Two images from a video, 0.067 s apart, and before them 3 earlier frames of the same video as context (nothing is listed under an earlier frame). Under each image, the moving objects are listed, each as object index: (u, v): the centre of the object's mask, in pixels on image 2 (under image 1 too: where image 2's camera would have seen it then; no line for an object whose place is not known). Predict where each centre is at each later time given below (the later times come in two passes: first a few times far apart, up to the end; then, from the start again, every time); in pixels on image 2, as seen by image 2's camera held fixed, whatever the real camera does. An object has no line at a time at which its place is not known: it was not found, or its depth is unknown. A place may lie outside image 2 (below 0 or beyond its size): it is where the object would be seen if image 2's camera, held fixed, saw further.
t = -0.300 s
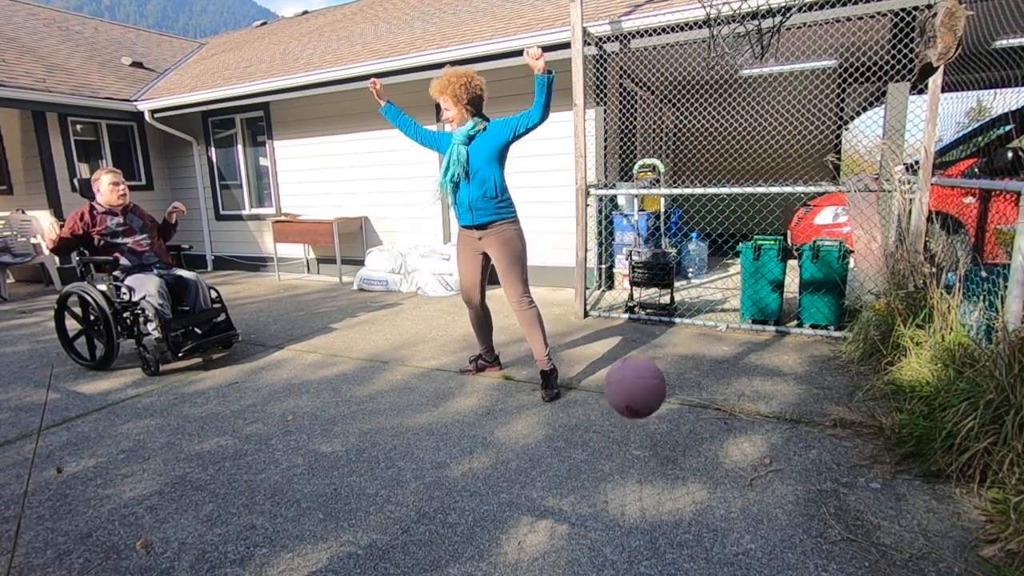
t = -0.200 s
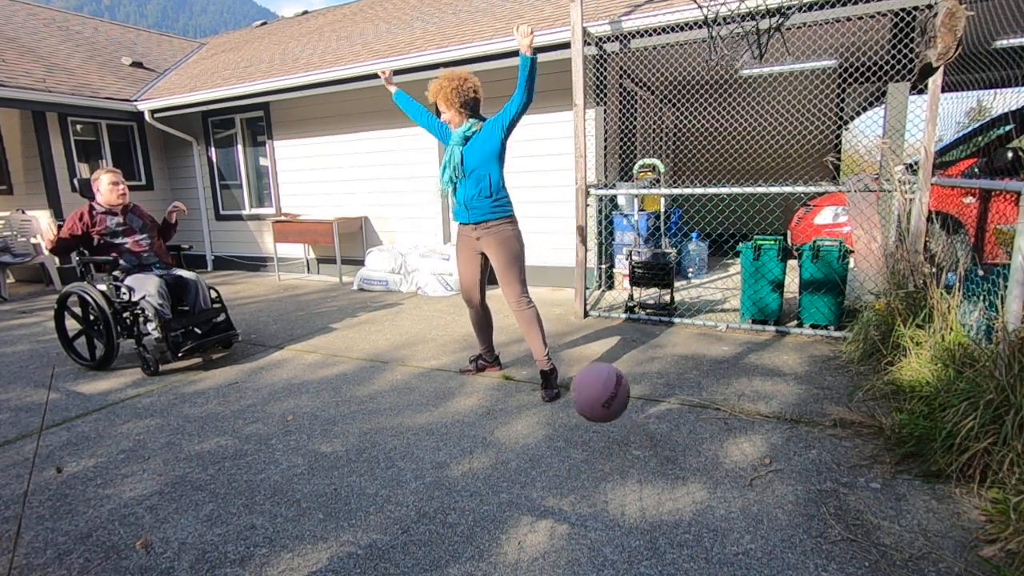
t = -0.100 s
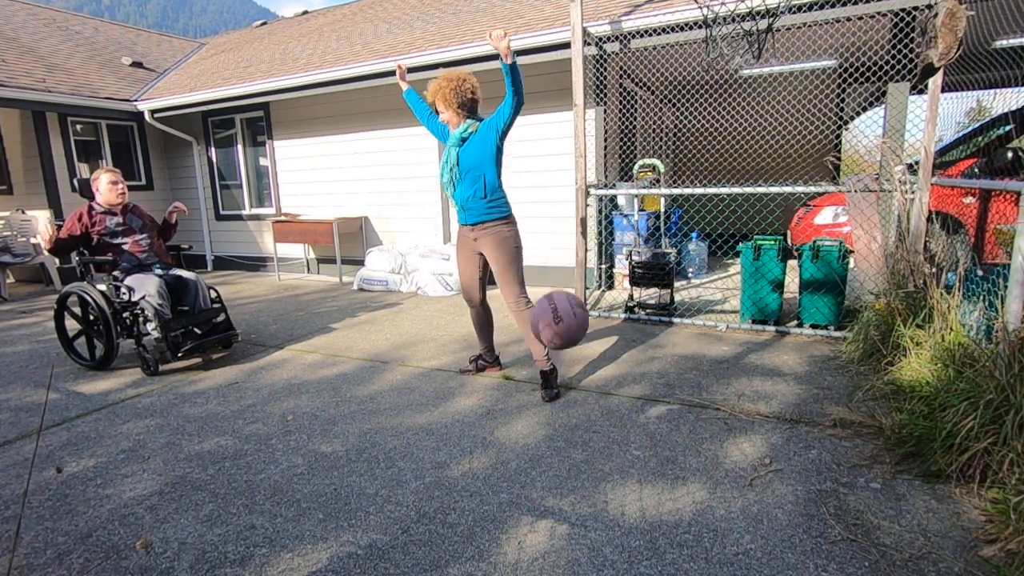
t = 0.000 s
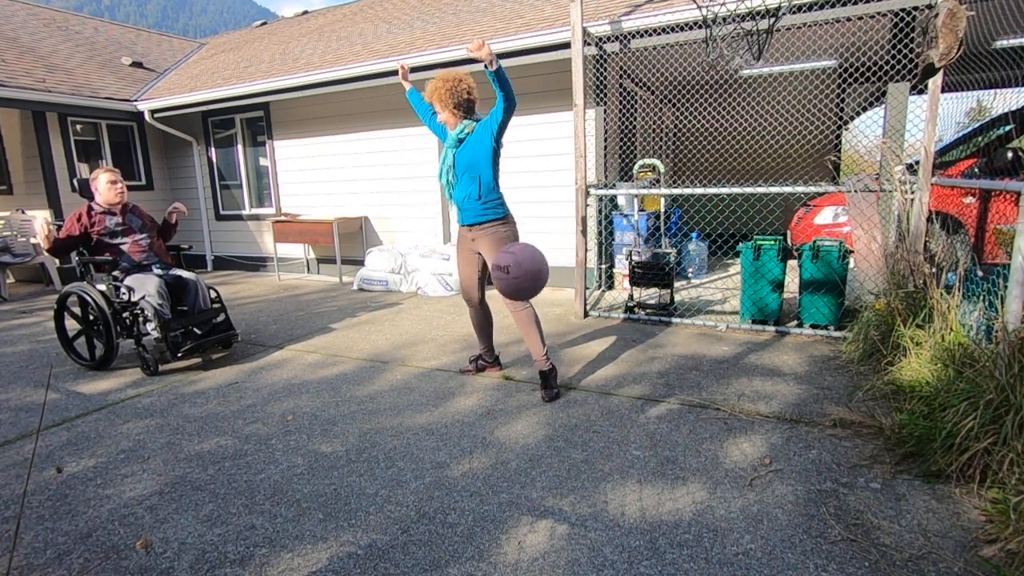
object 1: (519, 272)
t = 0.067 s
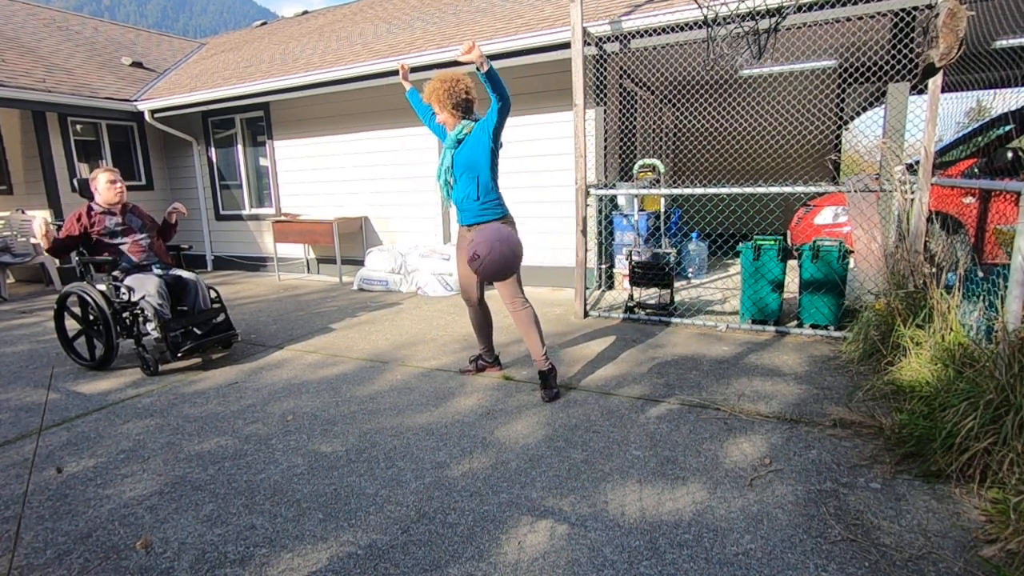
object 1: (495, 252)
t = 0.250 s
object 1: (430, 255)
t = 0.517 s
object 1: (357, 382)
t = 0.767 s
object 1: (289, 324)
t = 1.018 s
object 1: (235, 338)
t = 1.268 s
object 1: (187, 356)
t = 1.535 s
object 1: (139, 356)
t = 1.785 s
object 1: (97, 356)
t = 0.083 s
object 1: (489, 250)
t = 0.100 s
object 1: (482, 248)
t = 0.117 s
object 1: (476, 246)
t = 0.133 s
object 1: (470, 245)
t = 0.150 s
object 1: (464, 245)
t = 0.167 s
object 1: (458, 245)
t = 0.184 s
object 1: (452, 246)
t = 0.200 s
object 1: (447, 247)
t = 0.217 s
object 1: (441, 249)
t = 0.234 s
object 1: (436, 252)
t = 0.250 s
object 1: (430, 255)
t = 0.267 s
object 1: (425, 259)
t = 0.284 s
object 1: (420, 263)
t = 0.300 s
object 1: (414, 269)
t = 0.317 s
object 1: (409, 274)
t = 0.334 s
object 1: (404, 280)
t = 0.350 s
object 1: (400, 287)
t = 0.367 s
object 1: (395, 295)
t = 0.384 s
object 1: (391, 302)
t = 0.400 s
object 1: (386, 311)
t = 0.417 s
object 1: (381, 319)
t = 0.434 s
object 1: (377, 329)
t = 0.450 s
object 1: (373, 338)
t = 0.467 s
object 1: (369, 349)
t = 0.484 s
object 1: (365, 359)
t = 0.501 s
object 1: (361, 370)
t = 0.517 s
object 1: (357, 382)
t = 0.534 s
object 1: (353, 394)
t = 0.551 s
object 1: (350, 406)
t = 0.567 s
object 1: (345, 401)
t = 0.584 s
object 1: (340, 391)
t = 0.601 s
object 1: (336, 383)
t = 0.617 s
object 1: (331, 374)
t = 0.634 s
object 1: (326, 366)
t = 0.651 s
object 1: (321, 359)
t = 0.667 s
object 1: (317, 352)
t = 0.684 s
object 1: (312, 346)
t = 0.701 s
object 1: (307, 341)
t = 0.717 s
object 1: (302, 336)
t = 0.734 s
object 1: (298, 331)
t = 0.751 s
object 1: (293, 328)
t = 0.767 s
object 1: (289, 324)
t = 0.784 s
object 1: (285, 321)
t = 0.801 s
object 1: (281, 319)
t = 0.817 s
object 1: (277, 318)
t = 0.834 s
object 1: (273, 317)
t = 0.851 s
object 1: (269, 316)
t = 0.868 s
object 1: (265, 317)
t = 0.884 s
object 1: (261, 317)
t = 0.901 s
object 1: (258, 317)
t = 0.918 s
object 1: (254, 319)
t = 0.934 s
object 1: (251, 321)
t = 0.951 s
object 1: (247, 323)
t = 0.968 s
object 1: (244, 326)
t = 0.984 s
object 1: (241, 329)
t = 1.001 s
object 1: (238, 334)
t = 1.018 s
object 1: (235, 338)
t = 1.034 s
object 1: (232, 342)
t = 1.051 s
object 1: (229, 348)
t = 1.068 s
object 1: (227, 354)
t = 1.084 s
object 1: (224, 361)
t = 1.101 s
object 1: (222, 368)
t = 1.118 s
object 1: (219, 375)
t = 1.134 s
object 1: (217, 383)
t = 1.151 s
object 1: (215, 392)
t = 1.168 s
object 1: (212, 388)
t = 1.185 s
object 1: (207, 381)
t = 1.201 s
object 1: (203, 375)
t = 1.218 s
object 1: (199, 370)
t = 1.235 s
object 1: (195, 365)
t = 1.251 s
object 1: (191, 360)
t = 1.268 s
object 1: (187, 356)
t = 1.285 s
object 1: (184, 352)
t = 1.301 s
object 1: (180, 350)
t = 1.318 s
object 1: (177, 347)
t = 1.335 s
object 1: (174, 344)
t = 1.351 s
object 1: (170, 343)
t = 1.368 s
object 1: (167, 342)
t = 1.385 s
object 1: (164, 341)
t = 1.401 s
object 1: (161, 341)
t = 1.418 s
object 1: (157, 341)
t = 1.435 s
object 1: (155, 342)
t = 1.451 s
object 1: (152, 343)
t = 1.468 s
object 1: (149, 345)
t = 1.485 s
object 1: (147, 347)
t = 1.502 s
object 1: (144, 349)
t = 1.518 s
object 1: (142, 353)
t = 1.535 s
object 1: (139, 356)
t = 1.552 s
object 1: (137, 360)
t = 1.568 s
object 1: (135, 365)
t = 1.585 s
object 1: (133, 370)
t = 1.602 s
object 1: (131, 376)
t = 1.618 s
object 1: (129, 382)
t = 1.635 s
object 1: (127, 384)
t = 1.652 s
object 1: (124, 379)
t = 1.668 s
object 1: (120, 374)
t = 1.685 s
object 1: (116, 370)
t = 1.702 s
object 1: (113, 367)
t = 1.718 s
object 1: (109, 364)
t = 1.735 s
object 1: (106, 361)
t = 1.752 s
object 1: (103, 359)
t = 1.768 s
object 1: (100, 358)
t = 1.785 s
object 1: (97, 356)
